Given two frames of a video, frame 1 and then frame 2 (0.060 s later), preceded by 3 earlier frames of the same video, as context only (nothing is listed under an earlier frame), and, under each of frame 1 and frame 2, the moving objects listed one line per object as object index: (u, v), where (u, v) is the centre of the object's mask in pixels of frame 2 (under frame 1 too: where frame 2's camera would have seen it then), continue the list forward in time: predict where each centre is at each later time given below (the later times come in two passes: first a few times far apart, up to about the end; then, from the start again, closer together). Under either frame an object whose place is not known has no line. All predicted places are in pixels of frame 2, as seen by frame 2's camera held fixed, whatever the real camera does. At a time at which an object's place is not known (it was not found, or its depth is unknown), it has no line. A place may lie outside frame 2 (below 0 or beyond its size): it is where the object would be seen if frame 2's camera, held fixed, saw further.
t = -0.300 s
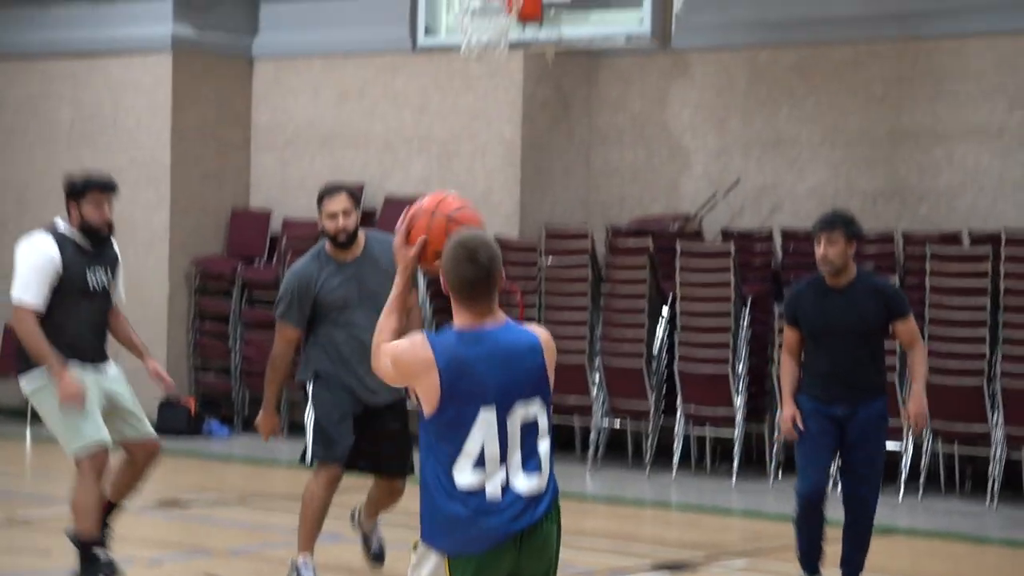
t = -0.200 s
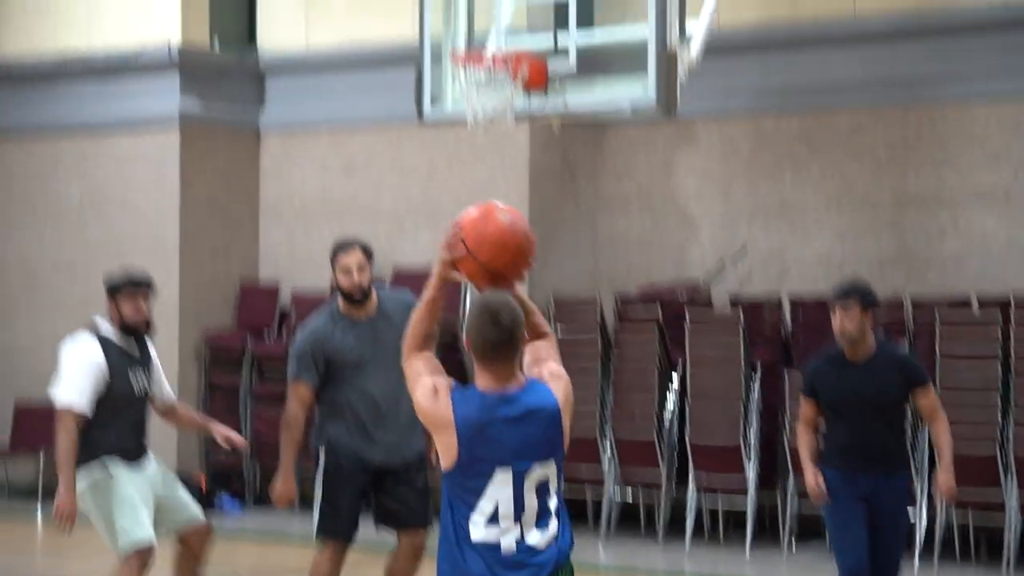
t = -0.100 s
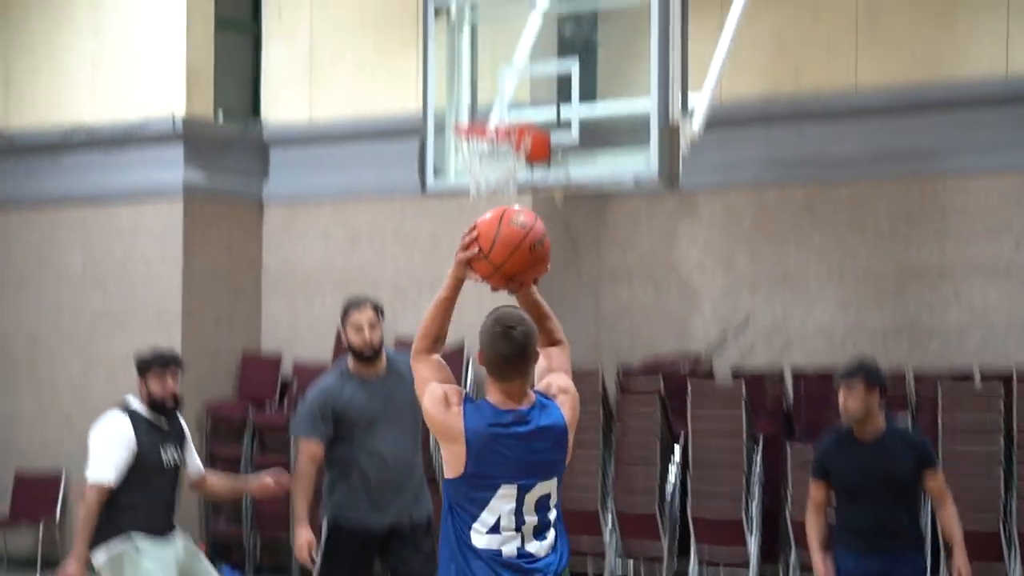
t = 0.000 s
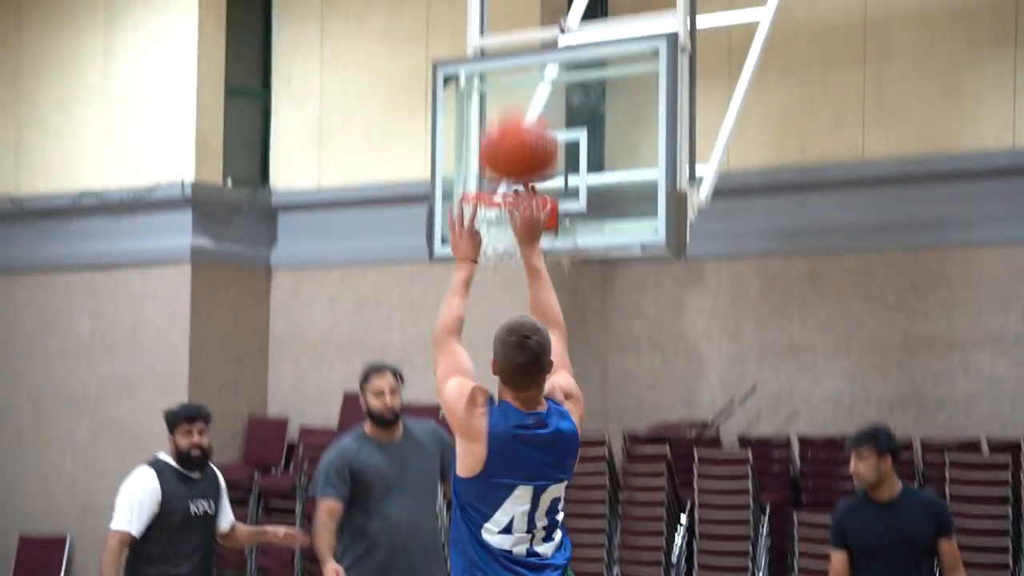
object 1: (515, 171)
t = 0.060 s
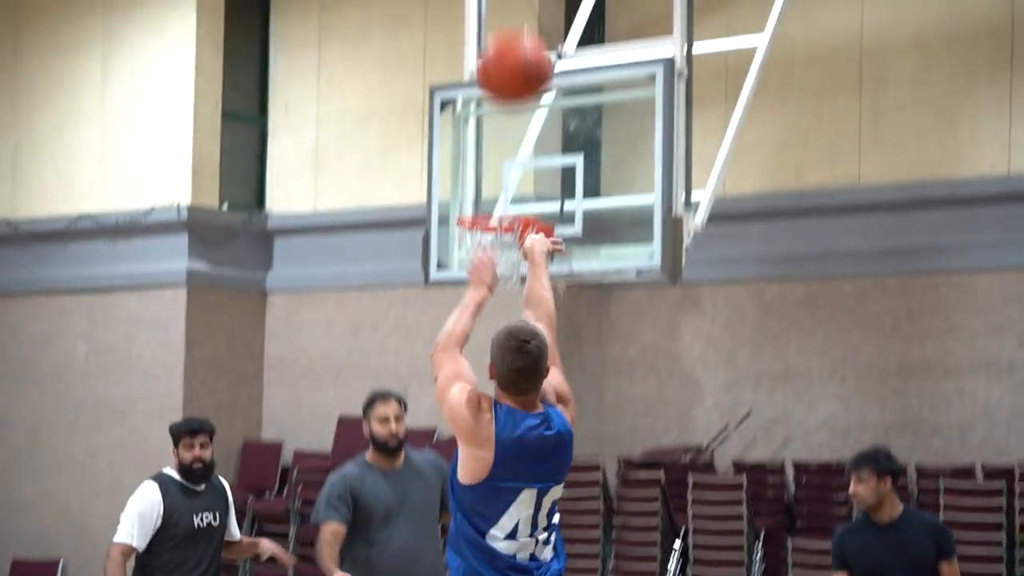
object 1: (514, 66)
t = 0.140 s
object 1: (511, -16)
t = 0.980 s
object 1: (490, -41)
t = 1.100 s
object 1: (486, 41)
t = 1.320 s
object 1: (452, 208)
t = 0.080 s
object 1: (514, 33)
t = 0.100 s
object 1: (513, 10)
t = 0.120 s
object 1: (513, -4)
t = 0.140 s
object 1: (511, -16)
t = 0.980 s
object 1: (490, -41)
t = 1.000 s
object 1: (489, -36)
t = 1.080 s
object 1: (486, 24)
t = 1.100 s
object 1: (486, 41)
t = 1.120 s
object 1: (485, 60)
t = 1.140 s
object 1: (483, 81)
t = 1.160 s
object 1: (482, 100)
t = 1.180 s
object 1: (481, 121)
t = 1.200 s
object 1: (480, 141)
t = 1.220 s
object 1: (479, 163)
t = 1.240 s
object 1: (478, 185)
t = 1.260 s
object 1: (476, 205)
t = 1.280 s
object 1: (469, 210)
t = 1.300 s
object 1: (460, 209)
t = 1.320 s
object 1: (452, 208)
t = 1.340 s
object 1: (442, 208)
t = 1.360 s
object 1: (432, 209)
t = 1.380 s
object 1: (422, 211)
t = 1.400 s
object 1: (412, 213)
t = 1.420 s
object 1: (401, 217)
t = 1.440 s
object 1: (392, 220)
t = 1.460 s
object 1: (381, 225)
